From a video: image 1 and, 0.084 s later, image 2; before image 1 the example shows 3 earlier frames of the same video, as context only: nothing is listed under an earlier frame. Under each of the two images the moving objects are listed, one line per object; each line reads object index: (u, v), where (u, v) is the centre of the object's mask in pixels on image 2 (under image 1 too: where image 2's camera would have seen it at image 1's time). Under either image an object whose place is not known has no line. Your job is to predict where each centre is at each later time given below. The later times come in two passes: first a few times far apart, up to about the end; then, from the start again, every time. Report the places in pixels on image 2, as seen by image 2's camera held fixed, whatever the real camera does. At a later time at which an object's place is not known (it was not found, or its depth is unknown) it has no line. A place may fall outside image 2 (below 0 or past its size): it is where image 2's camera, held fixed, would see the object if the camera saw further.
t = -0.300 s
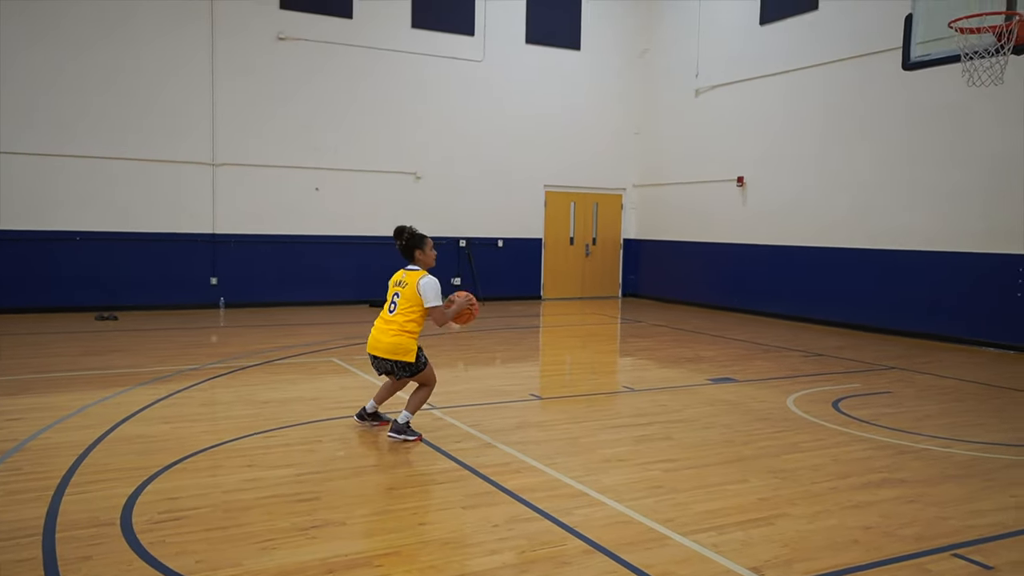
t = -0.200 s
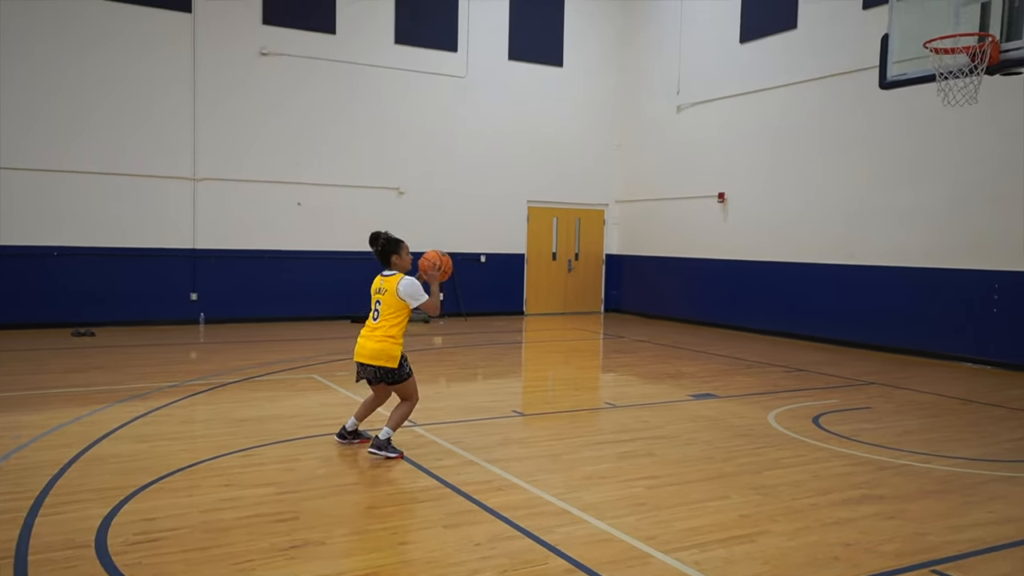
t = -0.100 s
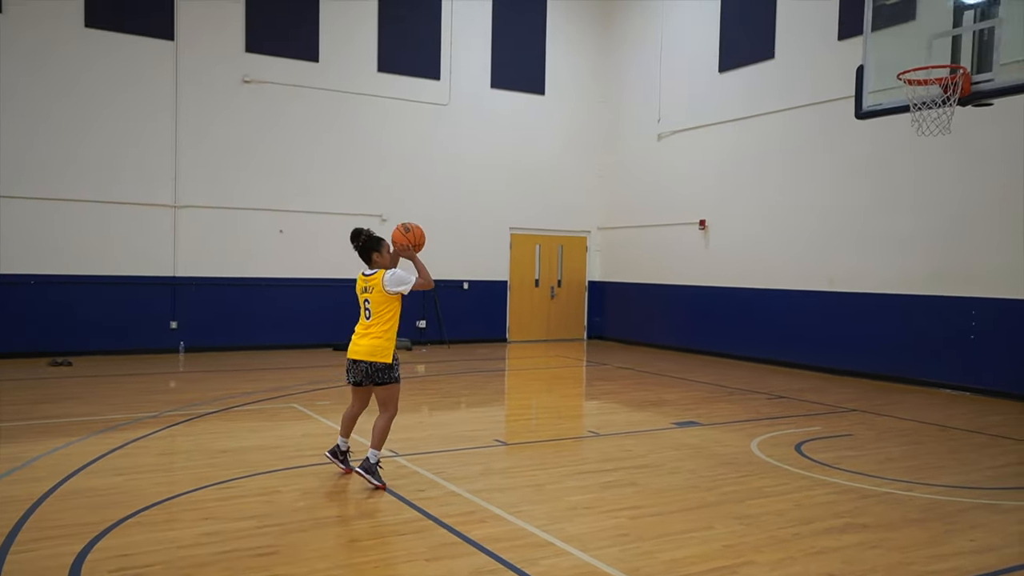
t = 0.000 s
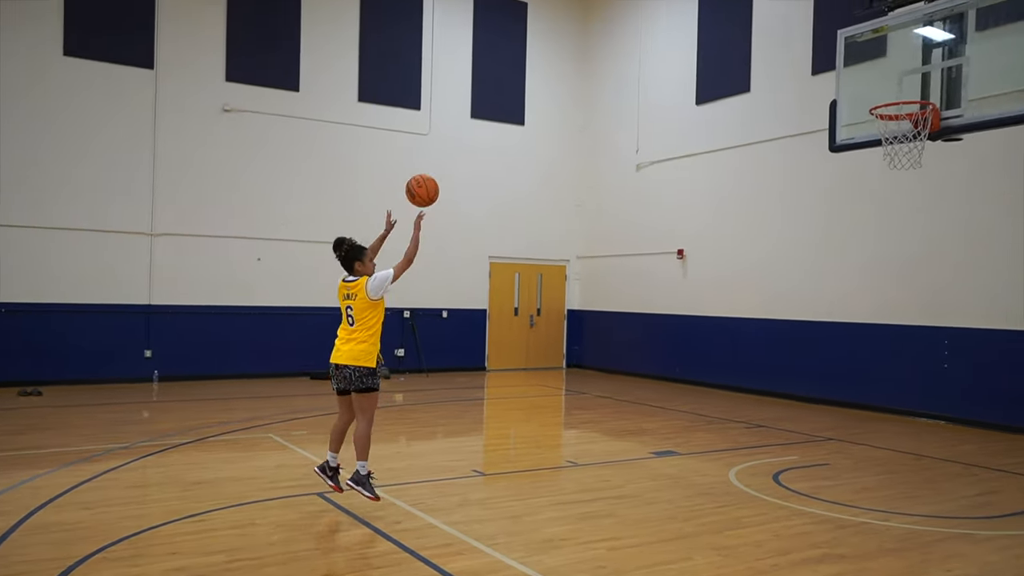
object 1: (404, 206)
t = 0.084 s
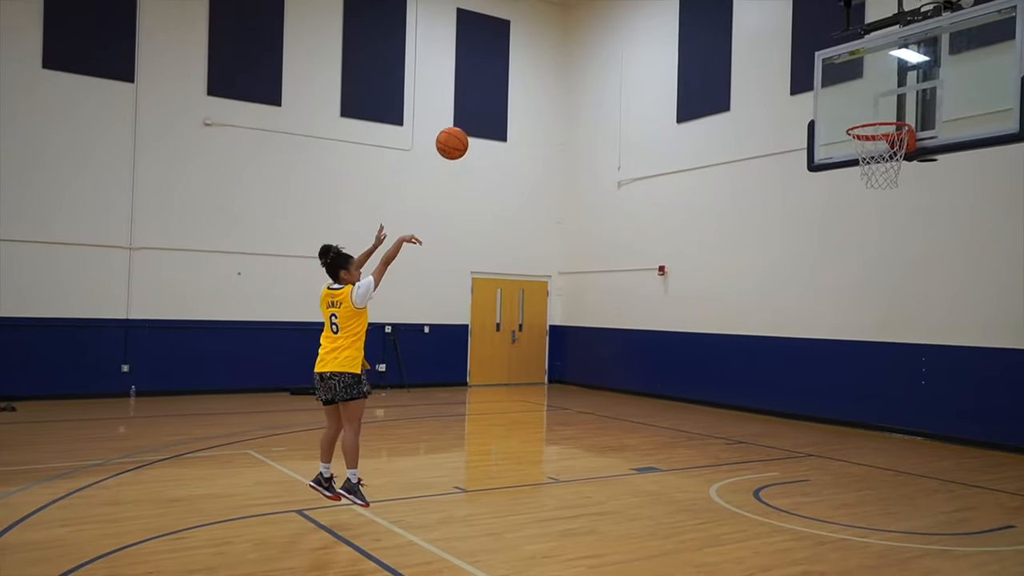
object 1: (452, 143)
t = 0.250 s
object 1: (540, 51)
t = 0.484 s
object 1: (652, -10)
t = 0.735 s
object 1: (761, 2)
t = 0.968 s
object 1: (854, 80)
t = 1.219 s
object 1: (885, 203)
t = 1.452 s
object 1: (863, 348)
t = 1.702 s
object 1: (834, 433)
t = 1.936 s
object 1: (788, 331)
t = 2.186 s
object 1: (737, 289)
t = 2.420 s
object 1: (688, 315)
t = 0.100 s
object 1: (461, 132)
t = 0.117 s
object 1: (470, 122)
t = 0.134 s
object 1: (479, 112)
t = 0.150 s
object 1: (488, 102)
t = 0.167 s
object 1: (497, 92)
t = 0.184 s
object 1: (506, 83)
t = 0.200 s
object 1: (514, 74)
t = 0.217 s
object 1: (523, 66)
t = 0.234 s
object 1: (532, 58)
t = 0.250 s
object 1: (540, 51)
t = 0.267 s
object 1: (548, 44)
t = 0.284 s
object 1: (557, 37)
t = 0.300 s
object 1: (565, 31)
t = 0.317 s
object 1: (573, 25)
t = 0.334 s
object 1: (582, 20)
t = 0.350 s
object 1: (589, 15)
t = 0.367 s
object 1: (597, 10)
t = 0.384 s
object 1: (605, 6)
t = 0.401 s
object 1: (613, 2)
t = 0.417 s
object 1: (621, -1)
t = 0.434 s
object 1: (629, -4)
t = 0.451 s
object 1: (636, -7)
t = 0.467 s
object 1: (644, -8)
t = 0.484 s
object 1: (652, -10)
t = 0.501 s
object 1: (659, -12)
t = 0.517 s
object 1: (667, -13)
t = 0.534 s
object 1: (675, -14)
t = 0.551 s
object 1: (682, -15)
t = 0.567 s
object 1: (689, -15)
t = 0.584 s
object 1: (697, -14)
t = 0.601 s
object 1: (704, -14)
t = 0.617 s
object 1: (711, -13)
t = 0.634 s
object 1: (718, -12)
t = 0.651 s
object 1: (725, -11)
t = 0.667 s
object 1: (732, -9)
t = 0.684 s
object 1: (739, -7)
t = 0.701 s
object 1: (747, -4)
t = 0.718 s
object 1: (754, -1)
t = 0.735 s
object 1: (761, 2)
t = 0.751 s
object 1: (768, 5)
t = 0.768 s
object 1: (775, 9)
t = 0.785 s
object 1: (782, 13)
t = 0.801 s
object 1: (789, 17)
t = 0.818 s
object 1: (795, 22)
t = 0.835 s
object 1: (802, 27)
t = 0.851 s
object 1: (808, 33)
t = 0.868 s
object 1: (815, 38)
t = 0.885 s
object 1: (822, 44)
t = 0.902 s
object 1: (828, 51)
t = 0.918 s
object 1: (835, 58)
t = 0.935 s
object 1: (841, 65)
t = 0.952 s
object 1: (847, 72)
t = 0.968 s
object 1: (854, 80)
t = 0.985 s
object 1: (860, 88)
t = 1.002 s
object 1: (867, 96)
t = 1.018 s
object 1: (873, 104)
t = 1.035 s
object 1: (879, 112)
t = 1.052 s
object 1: (884, 119)
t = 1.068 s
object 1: (890, 131)
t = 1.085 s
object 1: (896, 139)
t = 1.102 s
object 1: (898, 144)
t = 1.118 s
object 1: (894, 157)
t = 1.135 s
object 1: (892, 165)
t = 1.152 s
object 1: (891, 173)
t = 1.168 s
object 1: (889, 179)
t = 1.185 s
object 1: (888, 187)
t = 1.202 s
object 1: (886, 195)
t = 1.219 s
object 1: (885, 203)
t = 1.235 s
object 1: (883, 211)
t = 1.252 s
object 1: (881, 220)
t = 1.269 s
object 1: (880, 229)
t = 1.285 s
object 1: (878, 239)
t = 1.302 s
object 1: (876, 248)
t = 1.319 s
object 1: (875, 258)
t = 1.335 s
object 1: (873, 268)
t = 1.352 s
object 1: (872, 279)
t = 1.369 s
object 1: (870, 290)
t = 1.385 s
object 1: (869, 301)
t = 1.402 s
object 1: (867, 312)
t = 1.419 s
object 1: (866, 324)
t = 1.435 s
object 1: (865, 336)
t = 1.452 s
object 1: (863, 348)
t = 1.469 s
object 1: (862, 360)
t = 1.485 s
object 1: (860, 373)
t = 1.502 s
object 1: (859, 386)
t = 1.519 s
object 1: (858, 400)
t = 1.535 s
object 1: (857, 413)
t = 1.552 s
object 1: (856, 427)
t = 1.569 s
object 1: (856, 442)
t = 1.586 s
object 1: (854, 456)
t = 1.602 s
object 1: (853, 472)
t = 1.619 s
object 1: (851, 484)
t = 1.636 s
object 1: (849, 475)
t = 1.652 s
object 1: (845, 464)
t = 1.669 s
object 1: (841, 454)
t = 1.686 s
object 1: (838, 444)
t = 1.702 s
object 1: (834, 433)
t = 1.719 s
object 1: (831, 424)
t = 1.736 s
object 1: (828, 415)
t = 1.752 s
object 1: (824, 407)
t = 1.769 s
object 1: (821, 398)
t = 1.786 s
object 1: (818, 390)
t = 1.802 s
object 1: (815, 382)
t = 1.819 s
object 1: (811, 375)
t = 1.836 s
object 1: (808, 367)
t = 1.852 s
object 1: (804, 361)
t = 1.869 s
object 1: (801, 354)
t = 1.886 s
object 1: (798, 348)
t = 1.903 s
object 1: (794, 342)
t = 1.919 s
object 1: (791, 337)
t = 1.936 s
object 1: (788, 331)
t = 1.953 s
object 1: (784, 326)
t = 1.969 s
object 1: (781, 322)
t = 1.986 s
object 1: (778, 317)
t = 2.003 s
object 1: (774, 313)
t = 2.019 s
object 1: (771, 309)
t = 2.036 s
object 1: (768, 306)
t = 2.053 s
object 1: (764, 303)
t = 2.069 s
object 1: (761, 300)
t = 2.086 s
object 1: (758, 298)
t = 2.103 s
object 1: (754, 295)
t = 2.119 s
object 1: (751, 293)
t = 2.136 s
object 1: (747, 292)
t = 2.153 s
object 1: (744, 291)
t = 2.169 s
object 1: (740, 290)
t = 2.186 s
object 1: (737, 289)
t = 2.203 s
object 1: (734, 289)
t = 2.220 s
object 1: (730, 289)
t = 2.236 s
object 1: (727, 290)
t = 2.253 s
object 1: (723, 290)
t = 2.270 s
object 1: (720, 291)
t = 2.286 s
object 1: (716, 292)
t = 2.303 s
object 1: (713, 294)
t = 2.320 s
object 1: (710, 296)
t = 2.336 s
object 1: (706, 298)
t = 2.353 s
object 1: (703, 301)
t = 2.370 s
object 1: (699, 304)
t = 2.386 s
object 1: (696, 307)
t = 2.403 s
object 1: (692, 311)
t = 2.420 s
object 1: (688, 315)
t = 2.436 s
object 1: (685, 319)
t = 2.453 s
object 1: (682, 324)
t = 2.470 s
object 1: (678, 329)
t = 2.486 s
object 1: (674, 334)
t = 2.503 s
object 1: (671, 340)
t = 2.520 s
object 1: (668, 346)
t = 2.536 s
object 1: (664, 352)
